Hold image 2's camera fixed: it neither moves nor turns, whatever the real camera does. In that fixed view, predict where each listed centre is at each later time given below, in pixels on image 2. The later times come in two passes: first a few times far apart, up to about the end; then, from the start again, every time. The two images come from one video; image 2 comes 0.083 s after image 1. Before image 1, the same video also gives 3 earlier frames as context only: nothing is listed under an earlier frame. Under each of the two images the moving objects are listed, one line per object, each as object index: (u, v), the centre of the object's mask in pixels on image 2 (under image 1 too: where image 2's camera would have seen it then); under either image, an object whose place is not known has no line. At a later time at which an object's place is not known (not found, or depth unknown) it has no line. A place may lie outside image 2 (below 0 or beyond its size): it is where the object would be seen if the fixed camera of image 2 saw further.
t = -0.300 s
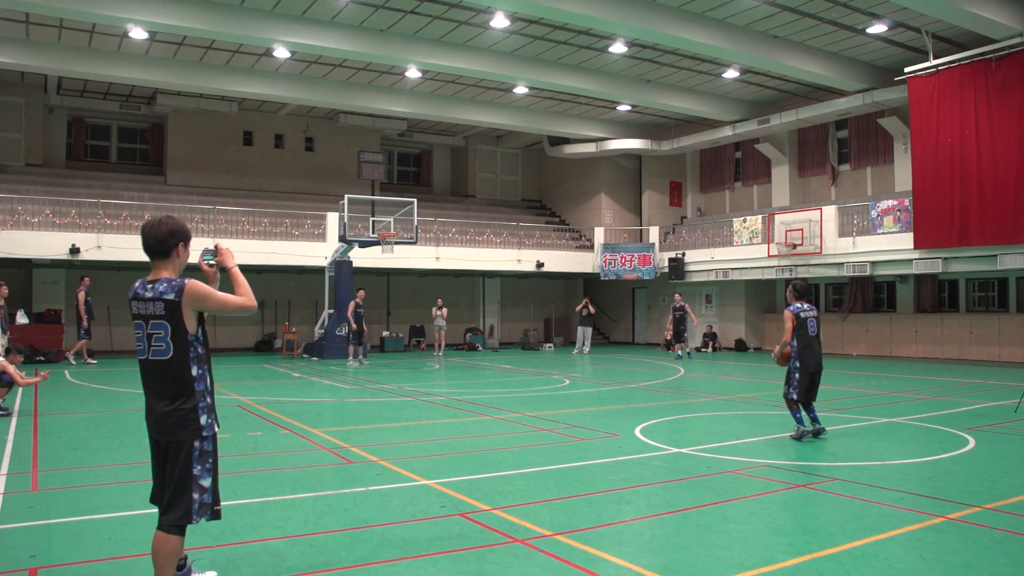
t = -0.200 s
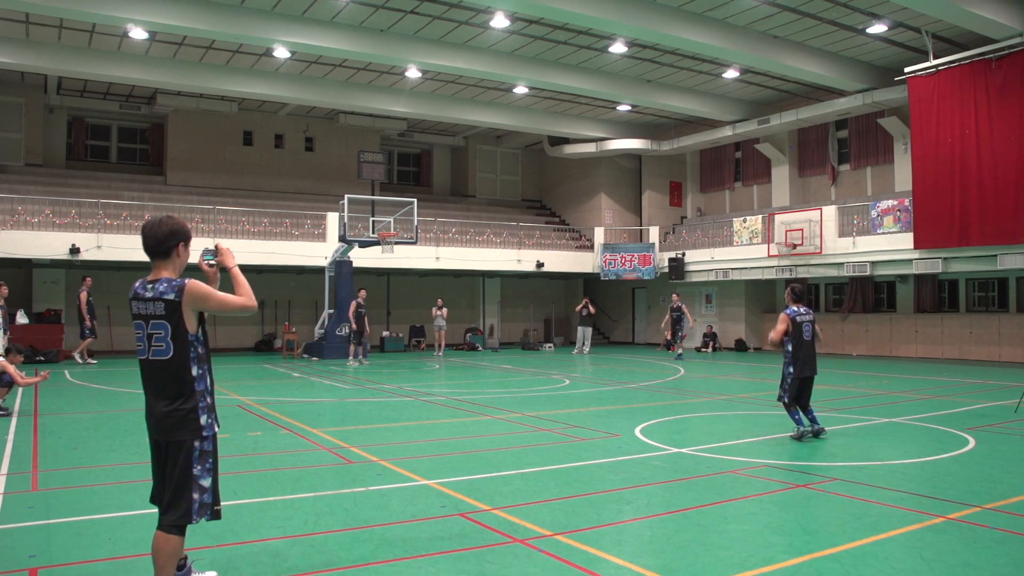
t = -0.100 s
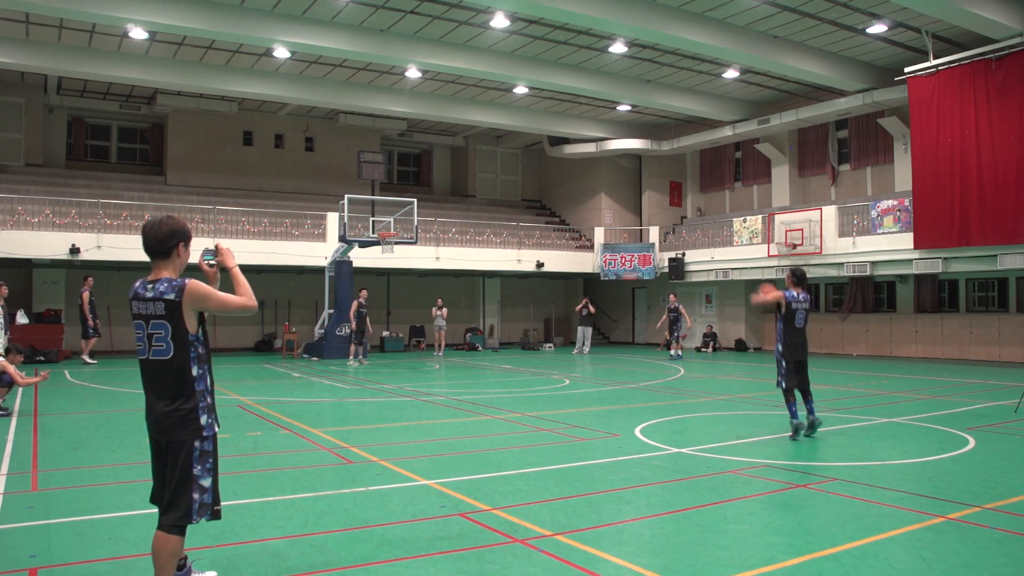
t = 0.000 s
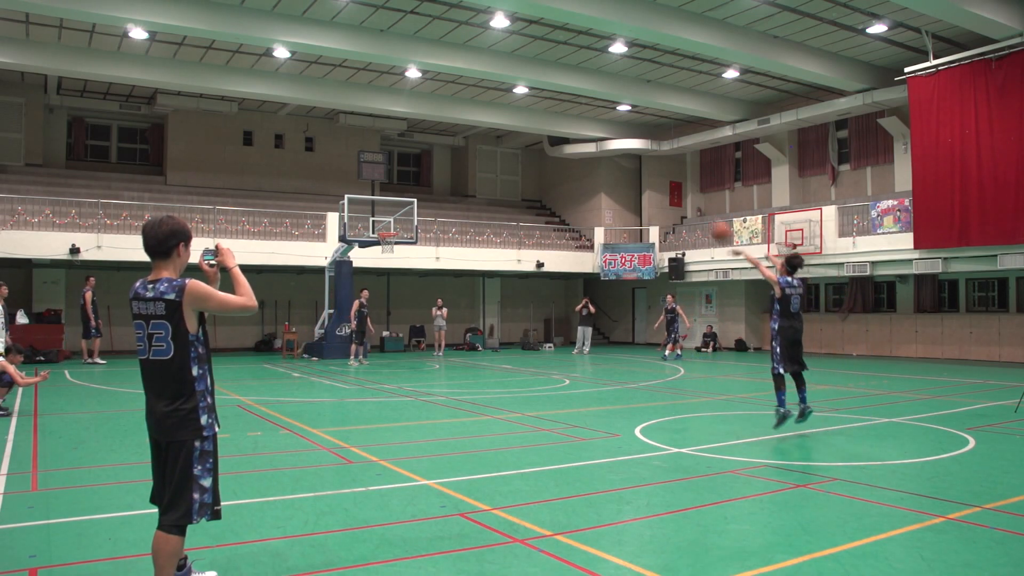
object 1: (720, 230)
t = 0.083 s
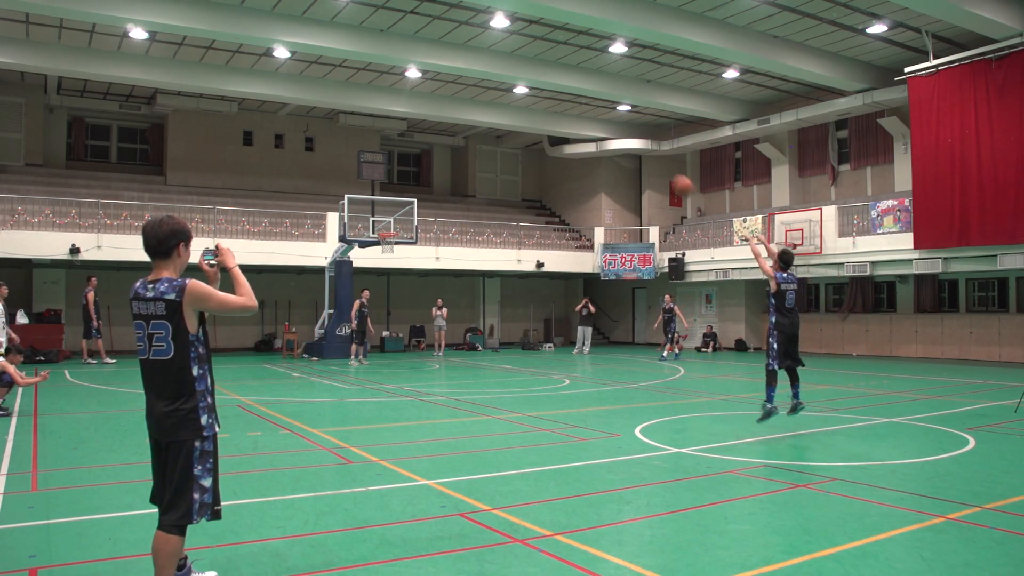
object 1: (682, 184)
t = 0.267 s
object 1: (613, 118)
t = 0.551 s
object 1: (533, 77)
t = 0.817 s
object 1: (477, 85)
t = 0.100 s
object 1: (676, 177)
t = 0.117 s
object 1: (669, 170)
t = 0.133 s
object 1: (662, 162)
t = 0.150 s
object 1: (656, 155)
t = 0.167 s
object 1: (649, 149)
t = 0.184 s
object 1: (642, 143)
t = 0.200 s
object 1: (636, 137)
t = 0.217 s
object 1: (631, 131)
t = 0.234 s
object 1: (624, 127)
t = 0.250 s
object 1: (618, 122)
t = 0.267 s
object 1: (613, 118)
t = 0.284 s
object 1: (607, 113)
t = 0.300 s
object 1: (602, 109)
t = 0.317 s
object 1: (596, 105)
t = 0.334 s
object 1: (591, 102)
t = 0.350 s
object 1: (587, 98)
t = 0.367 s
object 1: (581, 96)
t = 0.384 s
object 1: (576, 93)
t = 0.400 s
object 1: (571, 91)
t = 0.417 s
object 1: (567, 88)
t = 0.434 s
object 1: (562, 86)
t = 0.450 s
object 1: (558, 84)
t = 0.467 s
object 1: (553, 83)
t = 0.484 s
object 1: (549, 81)
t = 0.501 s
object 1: (544, 79)
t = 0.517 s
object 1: (540, 78)
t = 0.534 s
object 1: (537, 78)
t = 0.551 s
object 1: (533, 77)
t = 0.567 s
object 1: (529, 76)
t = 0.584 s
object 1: (525, 76)
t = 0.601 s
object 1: (521, 75)
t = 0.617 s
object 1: (518, 75)
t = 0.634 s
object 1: (514, 76)
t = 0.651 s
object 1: (510, 76)
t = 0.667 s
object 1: (507, 76)
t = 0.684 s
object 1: (503, 77)
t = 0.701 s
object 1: (500, 78)
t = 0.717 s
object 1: (497, 79)
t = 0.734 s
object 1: (493, 79)
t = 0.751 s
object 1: (490, 80)
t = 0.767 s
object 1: (487, 81)
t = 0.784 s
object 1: (483, 83)
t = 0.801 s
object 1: (481, 84)
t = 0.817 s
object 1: (477, 85)
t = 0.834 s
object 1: (475, 87)
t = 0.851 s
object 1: (472, 89)
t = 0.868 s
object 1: (468, 91)
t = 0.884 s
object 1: (466, 92)
